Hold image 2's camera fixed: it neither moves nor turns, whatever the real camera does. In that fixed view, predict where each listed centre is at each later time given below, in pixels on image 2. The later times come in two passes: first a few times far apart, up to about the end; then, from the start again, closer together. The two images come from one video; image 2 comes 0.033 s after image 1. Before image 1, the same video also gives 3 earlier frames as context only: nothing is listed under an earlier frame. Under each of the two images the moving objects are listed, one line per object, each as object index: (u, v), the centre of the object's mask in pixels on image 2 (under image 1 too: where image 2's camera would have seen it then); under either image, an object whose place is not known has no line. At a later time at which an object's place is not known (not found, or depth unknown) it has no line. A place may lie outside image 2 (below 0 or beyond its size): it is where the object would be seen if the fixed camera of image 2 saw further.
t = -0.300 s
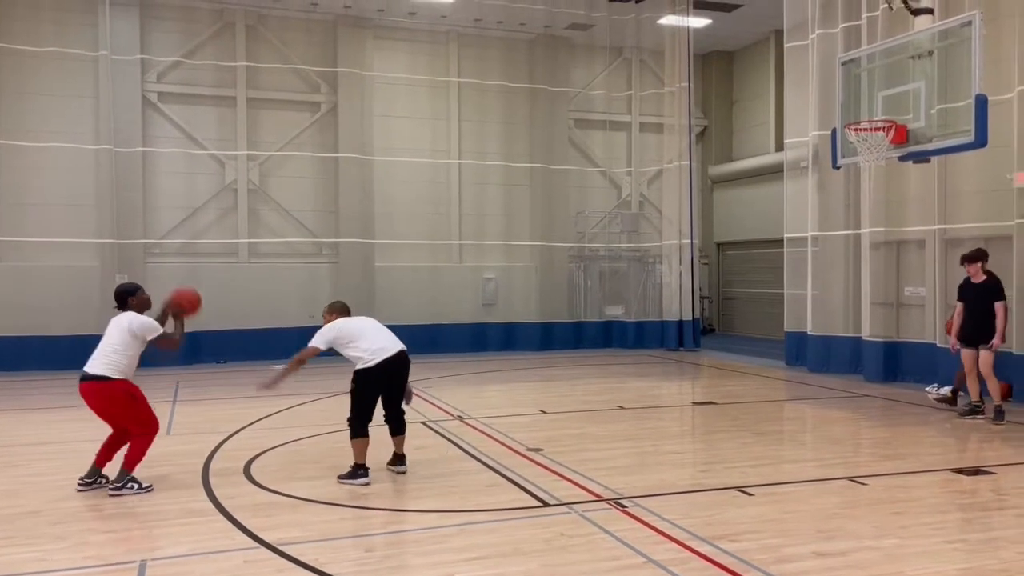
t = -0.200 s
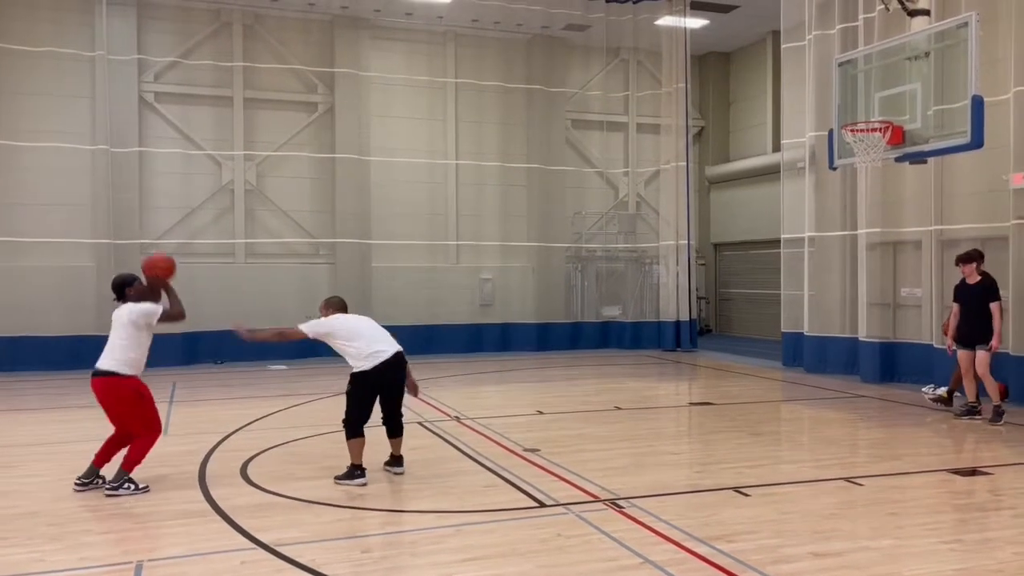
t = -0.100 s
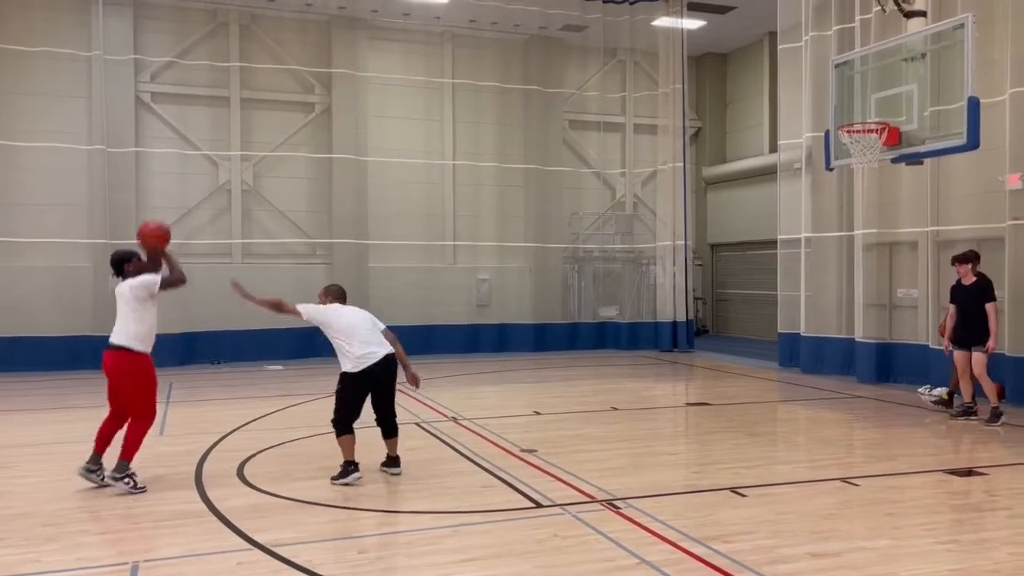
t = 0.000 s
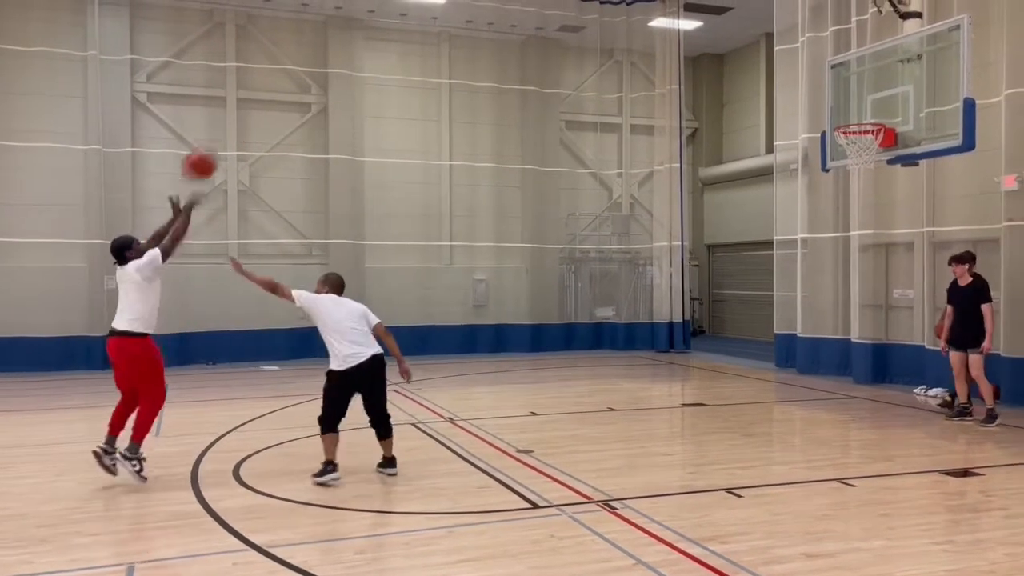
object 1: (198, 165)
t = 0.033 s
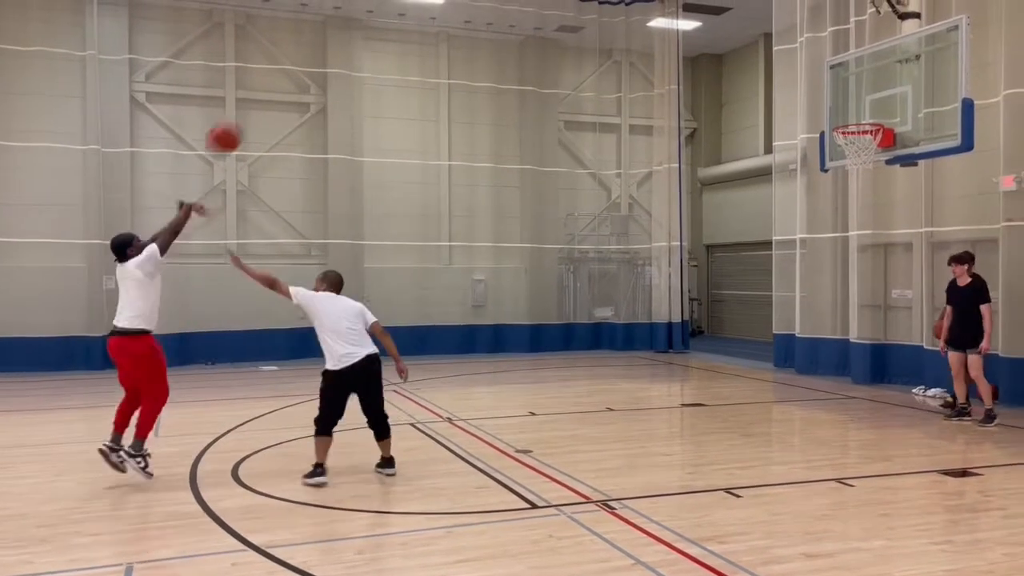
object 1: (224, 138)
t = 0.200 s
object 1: (343, 37)
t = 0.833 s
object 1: (694, -10)
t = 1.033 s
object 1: (780, 51)
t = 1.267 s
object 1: (863, 103)
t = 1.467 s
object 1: (871, 67)
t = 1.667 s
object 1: (860, 66)
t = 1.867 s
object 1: (847, 106)
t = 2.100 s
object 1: (830, 214)
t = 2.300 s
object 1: (815, 364)
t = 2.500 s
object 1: (809, 380)
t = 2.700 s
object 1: (815, 278)
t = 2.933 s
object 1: (823, 217)
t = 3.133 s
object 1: (830, 216)
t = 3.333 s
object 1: (836, 269)
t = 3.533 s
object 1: (842, 375)
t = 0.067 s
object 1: (249, 115)
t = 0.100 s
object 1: (273, 92)
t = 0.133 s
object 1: (297, 71)
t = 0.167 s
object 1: (321, 53)
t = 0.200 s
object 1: (343, 37)
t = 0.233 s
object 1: (366, 21)
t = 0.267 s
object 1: (387, 10)
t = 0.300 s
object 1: (409, 4)
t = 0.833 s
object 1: (694, -10)
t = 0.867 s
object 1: (710, -6)
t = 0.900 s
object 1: (725, 2)
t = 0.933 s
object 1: (740, 13)
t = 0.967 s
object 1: (754, 25)
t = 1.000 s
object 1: (767, 38)
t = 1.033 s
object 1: (780, 51)
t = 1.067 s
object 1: (794, 65)
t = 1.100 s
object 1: (807, 80)
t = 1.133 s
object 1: (820, 96)
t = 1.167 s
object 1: (833, 113)
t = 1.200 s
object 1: (843, 119)
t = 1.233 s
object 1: (853, 110)
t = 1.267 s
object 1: (863, 103)
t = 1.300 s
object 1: (871, 96)
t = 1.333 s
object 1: (877, 90)
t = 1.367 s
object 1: (876, 82)
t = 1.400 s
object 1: (874, 76)
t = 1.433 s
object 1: (873, 71)
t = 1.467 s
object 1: (871, 67)
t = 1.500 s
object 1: (869, 64)
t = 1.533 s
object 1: (868, 62)
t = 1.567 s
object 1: (866, 62)
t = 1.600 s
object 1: (864, 62)
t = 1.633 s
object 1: (862, 63)
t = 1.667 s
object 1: (860, 66)
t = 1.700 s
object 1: (858, 69)
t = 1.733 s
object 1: (856, 74)
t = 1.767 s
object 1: (854, 80)
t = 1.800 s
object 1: (851, 88)
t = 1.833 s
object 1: (850, 96)
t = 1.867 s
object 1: (847, 106)
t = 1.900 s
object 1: (845, 117)
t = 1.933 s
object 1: (844, 131)
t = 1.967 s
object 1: (840, 146)
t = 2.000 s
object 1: (838, 160)
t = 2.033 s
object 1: (835, 176)
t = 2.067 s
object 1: (833, 195)
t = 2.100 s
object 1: (830, 214)
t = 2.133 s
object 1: (828, 236)
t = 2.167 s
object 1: (825, 258)
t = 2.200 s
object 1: (822, 282)
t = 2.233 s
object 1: (819, 309)
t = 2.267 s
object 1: (817, 337)
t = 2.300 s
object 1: (815, 364)
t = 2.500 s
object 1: (809, 380)
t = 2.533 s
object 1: (810, 361)
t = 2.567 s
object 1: (812, 344)
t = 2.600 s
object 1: (813, 324)
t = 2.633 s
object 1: (814, 307)
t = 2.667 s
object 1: (814, 292)
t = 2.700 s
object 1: (815, 278)
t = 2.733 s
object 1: (816, 265)
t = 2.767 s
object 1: (818, 254)
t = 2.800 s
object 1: (819, 244)
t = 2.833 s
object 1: (820, 235)
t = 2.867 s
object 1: (821, 227)
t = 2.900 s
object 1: (822, 221)
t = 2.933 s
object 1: (823, 217)
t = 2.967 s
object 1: (824, 213)
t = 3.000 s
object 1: (826, 211)
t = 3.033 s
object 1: (827, 210)
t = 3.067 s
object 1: (828, 210)
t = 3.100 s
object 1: (829, 213)
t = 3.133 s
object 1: (830, 216)
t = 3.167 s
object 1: (831, 221)
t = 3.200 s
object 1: (832, 228)
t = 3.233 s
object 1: (832, 235)
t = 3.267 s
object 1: (833, 245)
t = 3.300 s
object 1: (835, 256)
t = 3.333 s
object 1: (836, 269)
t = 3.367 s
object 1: (837, 283)
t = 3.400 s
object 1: (837, 299)
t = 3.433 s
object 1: (839, 315)
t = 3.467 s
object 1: (840, 335)
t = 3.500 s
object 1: (840, 356)
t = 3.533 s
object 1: (842, 375)
